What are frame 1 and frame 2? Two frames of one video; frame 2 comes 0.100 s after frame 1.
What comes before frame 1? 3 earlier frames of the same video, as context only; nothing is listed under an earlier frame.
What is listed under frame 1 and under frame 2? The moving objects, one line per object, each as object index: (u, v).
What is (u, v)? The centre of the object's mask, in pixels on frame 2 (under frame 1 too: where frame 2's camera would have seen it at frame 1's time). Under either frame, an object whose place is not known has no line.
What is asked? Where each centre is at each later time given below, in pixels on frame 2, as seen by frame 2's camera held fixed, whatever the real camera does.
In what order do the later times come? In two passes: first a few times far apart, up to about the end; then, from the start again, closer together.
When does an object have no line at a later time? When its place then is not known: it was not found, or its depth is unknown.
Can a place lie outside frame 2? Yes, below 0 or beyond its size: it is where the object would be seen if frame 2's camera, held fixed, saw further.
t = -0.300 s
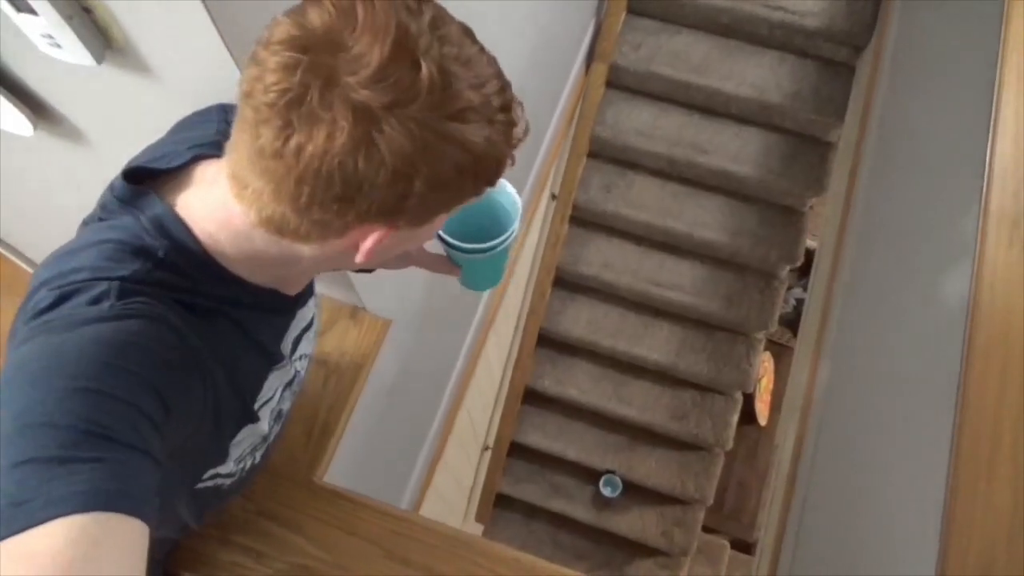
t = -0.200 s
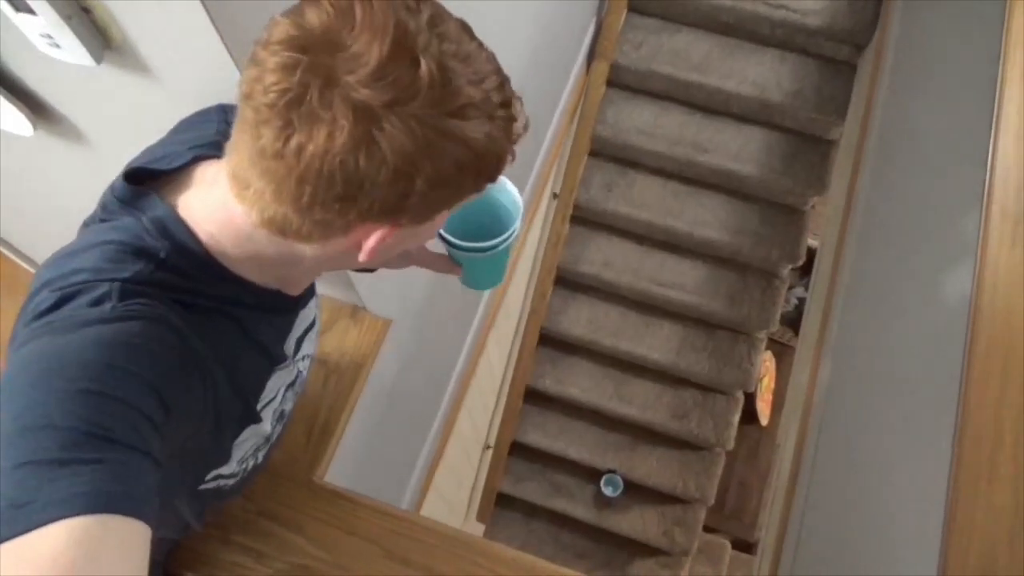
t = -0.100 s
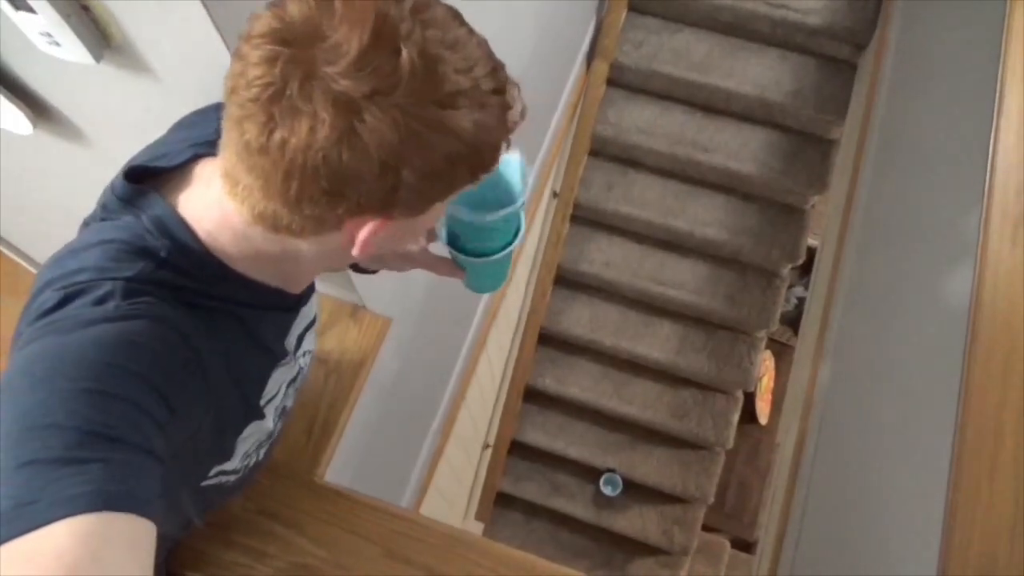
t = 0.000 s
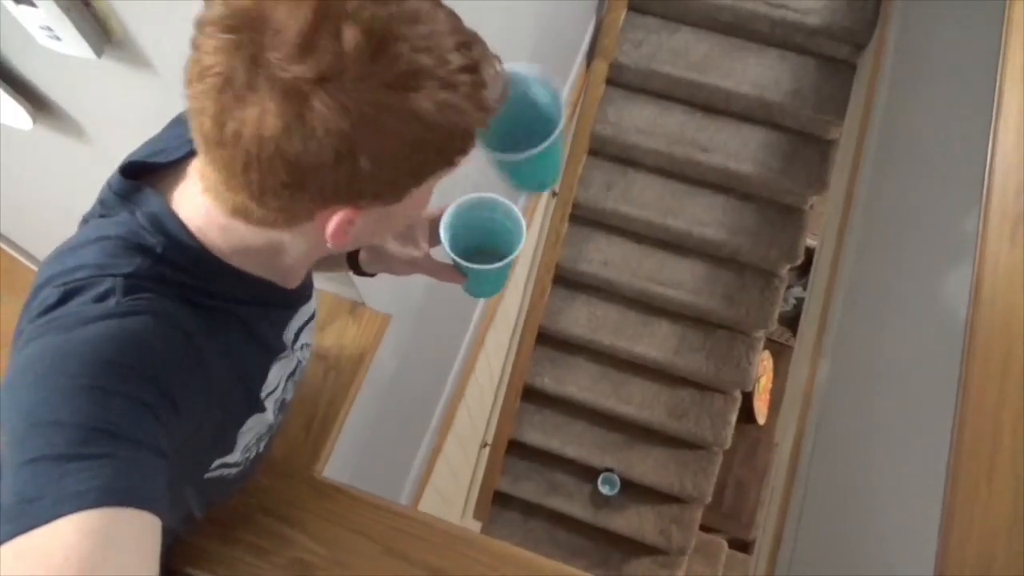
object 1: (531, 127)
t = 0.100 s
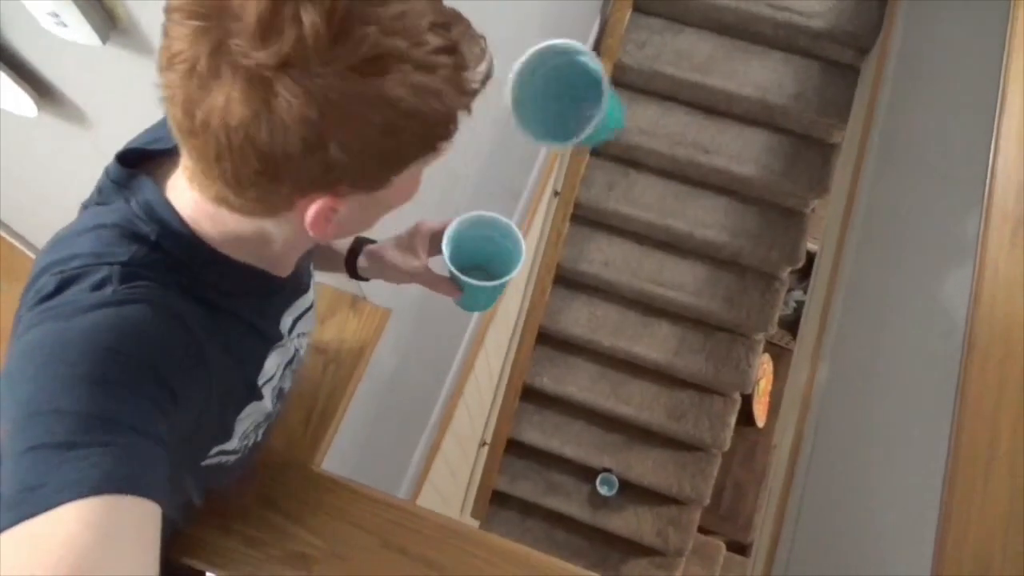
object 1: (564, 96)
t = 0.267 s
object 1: (625, 169)
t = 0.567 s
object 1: (643, 347)
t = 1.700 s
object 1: (608, 483)
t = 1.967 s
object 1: (606, 484)
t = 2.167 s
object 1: (607, 483)
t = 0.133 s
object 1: (576, 102)
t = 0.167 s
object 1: (589, 114)
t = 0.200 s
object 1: (602, 130)
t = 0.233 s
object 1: (615, 149)
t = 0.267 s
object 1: (625, 169)
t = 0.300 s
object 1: (633, 189)
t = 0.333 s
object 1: (639, 208)
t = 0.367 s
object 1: (644, 231)
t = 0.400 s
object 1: (647, 250)
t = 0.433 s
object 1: (648, 272)
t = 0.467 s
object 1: (647, 292)
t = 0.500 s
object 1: (646, 312)
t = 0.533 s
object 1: (645, 331)
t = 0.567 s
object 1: (643, 347)
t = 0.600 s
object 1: (641, 361)
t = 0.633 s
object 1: (640, 374)
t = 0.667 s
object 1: (638, 384)
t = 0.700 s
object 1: (637, 396)
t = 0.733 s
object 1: (634, 409)
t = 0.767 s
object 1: (629, 421)
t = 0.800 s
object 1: (629, 428)
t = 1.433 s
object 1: (608, 483)
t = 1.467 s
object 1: (608, 484)
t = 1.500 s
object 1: (608, 483)
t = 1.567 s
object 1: (608, 484)
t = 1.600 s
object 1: (608, 483)
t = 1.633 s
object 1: (609, 483)
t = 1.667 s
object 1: (607, 484)
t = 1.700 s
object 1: (608, 483)
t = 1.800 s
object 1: (606, 483)
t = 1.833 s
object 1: (606, 482)
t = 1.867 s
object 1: (607, 483)
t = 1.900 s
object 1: (607, 484)
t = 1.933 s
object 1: (607, 484)
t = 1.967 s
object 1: (606, 484)
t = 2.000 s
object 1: (606, 484)
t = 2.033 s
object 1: (607, 484)
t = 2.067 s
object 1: (607, 484)
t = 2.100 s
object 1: (607, 484)
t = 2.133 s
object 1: (606, 484)
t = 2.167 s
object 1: (607, 483)
